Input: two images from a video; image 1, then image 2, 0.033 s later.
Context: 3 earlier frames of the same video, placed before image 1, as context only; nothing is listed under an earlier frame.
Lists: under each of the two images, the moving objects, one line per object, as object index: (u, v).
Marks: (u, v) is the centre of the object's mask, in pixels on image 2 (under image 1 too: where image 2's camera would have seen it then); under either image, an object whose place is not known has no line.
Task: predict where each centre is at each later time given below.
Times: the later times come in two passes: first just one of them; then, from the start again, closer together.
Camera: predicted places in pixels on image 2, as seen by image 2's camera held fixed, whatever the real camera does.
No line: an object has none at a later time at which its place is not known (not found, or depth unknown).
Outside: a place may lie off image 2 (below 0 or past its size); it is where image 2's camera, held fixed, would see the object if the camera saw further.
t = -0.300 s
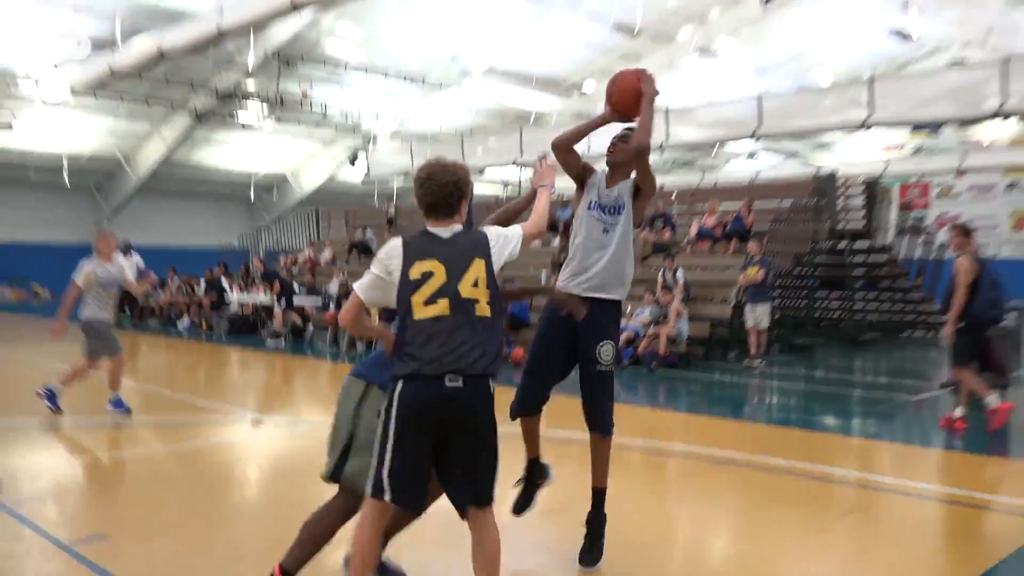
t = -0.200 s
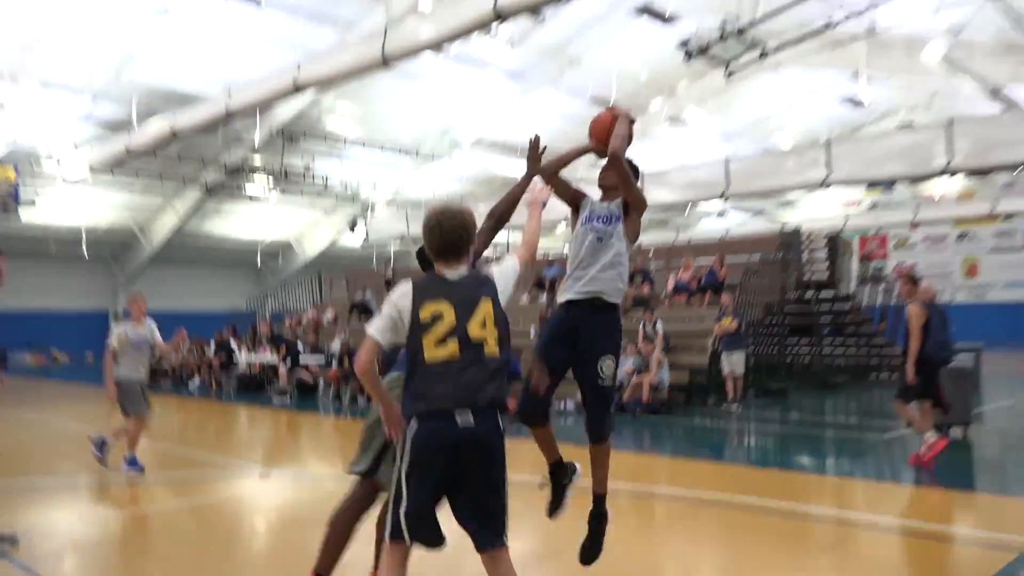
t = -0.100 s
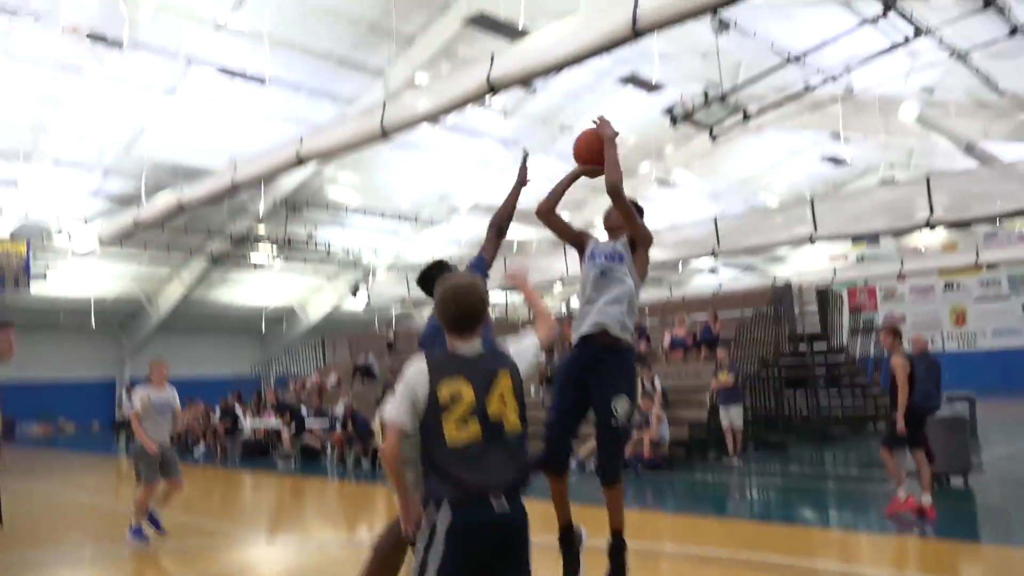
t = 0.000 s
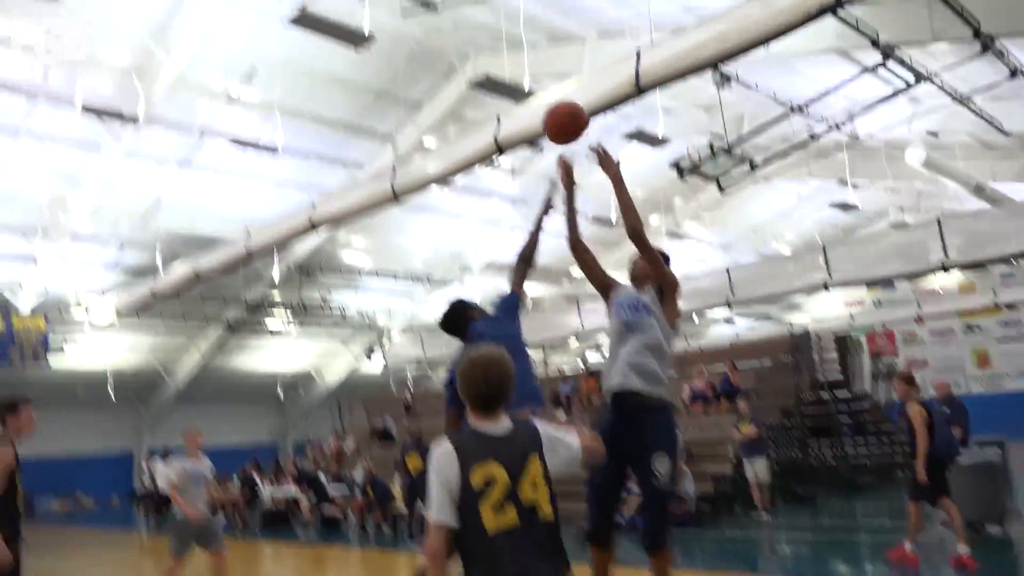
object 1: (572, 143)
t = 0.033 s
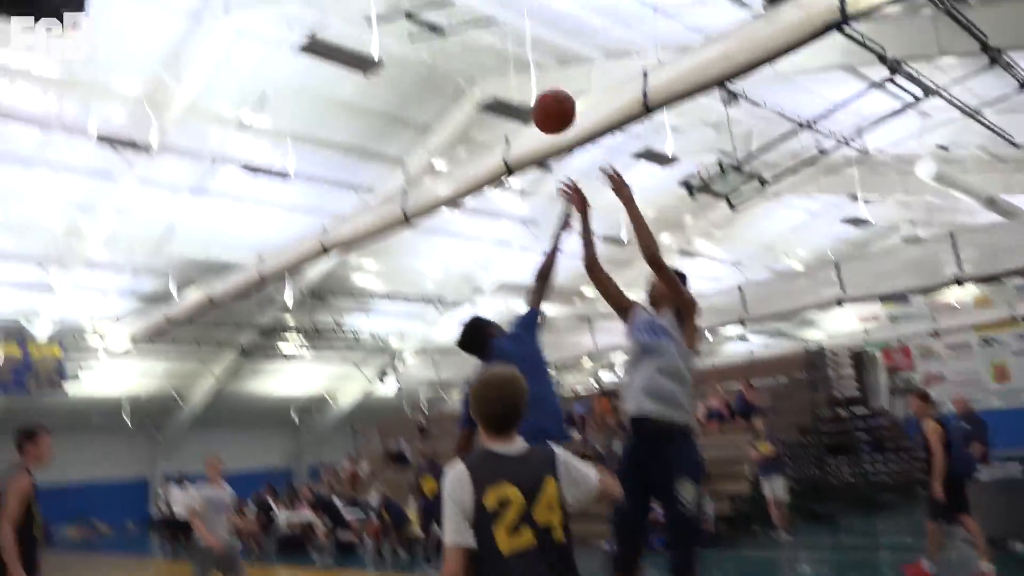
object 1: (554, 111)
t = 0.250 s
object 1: (422, -62)
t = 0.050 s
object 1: (544, 96)
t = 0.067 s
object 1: (535, 81)
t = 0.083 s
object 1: (525, 66)
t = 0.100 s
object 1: (515, 52)
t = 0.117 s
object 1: (505, 38)
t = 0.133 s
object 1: (495, 24)
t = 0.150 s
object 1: (485, 10)
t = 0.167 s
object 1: (474, -3)
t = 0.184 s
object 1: (464, -15)
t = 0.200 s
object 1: (454, -27)
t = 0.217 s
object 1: (444, -39)
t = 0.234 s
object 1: (433, -51)
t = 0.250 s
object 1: (422, -62)
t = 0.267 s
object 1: (411, -73)
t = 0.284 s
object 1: (400, -83)
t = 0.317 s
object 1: (378, -103)
